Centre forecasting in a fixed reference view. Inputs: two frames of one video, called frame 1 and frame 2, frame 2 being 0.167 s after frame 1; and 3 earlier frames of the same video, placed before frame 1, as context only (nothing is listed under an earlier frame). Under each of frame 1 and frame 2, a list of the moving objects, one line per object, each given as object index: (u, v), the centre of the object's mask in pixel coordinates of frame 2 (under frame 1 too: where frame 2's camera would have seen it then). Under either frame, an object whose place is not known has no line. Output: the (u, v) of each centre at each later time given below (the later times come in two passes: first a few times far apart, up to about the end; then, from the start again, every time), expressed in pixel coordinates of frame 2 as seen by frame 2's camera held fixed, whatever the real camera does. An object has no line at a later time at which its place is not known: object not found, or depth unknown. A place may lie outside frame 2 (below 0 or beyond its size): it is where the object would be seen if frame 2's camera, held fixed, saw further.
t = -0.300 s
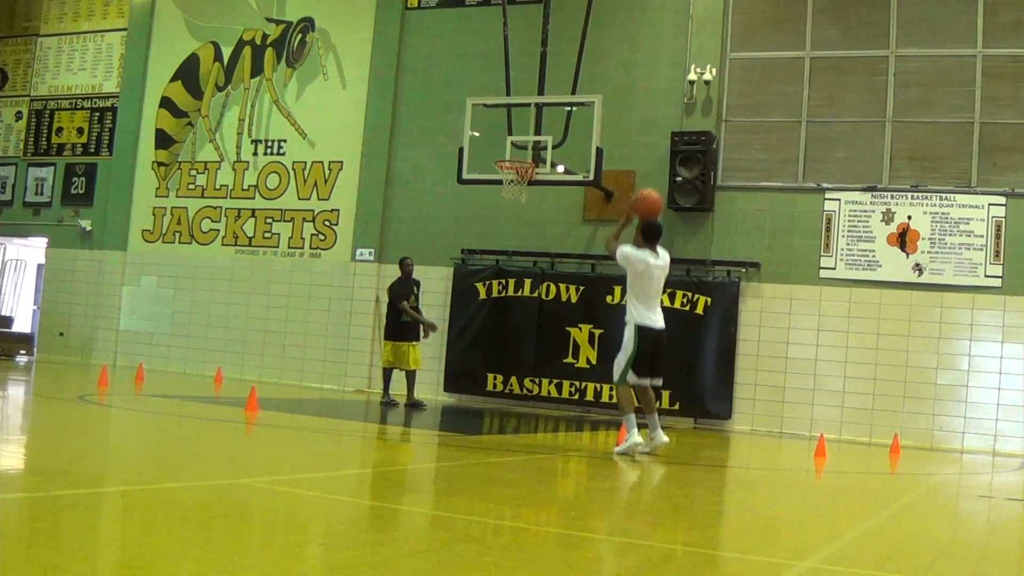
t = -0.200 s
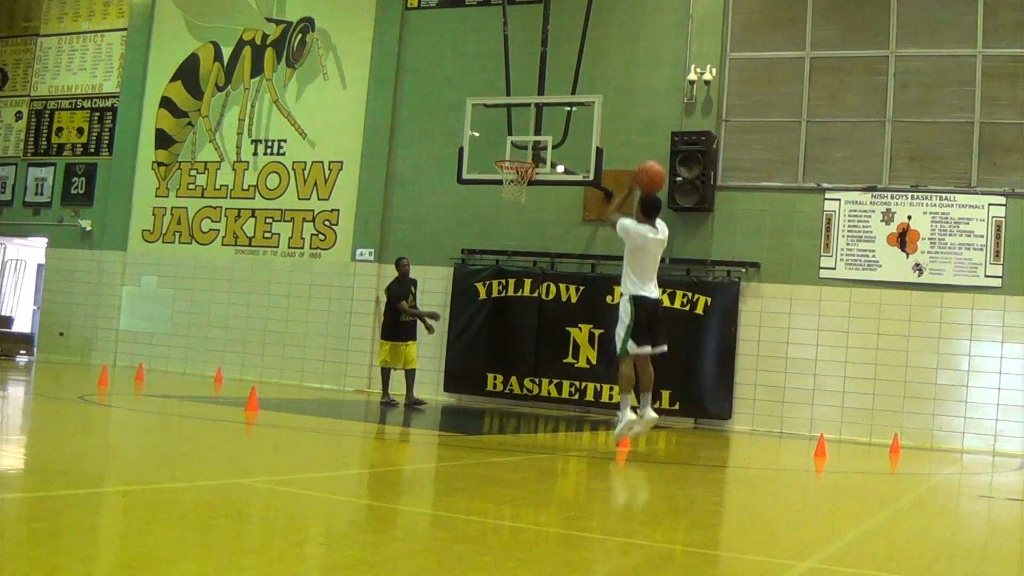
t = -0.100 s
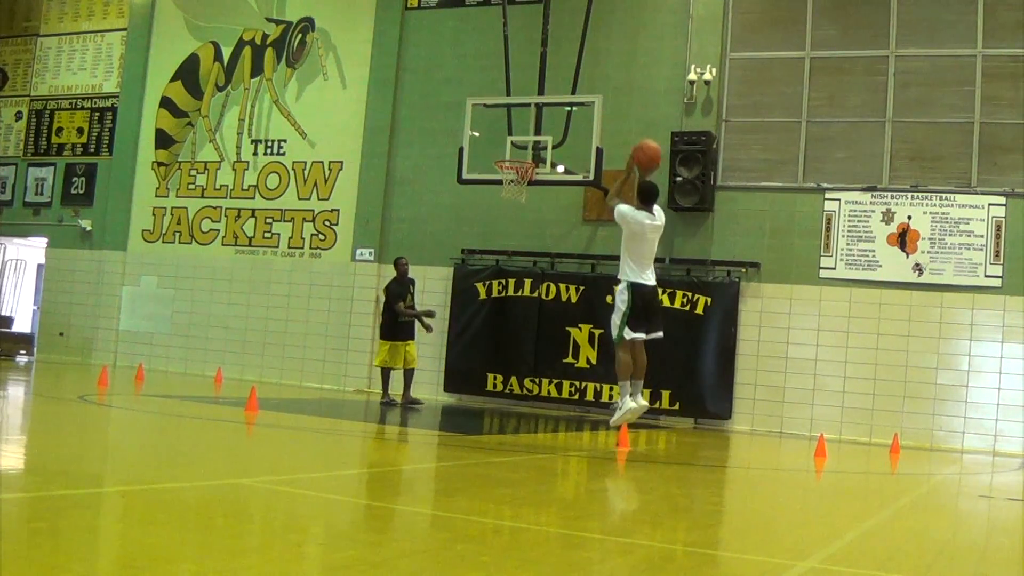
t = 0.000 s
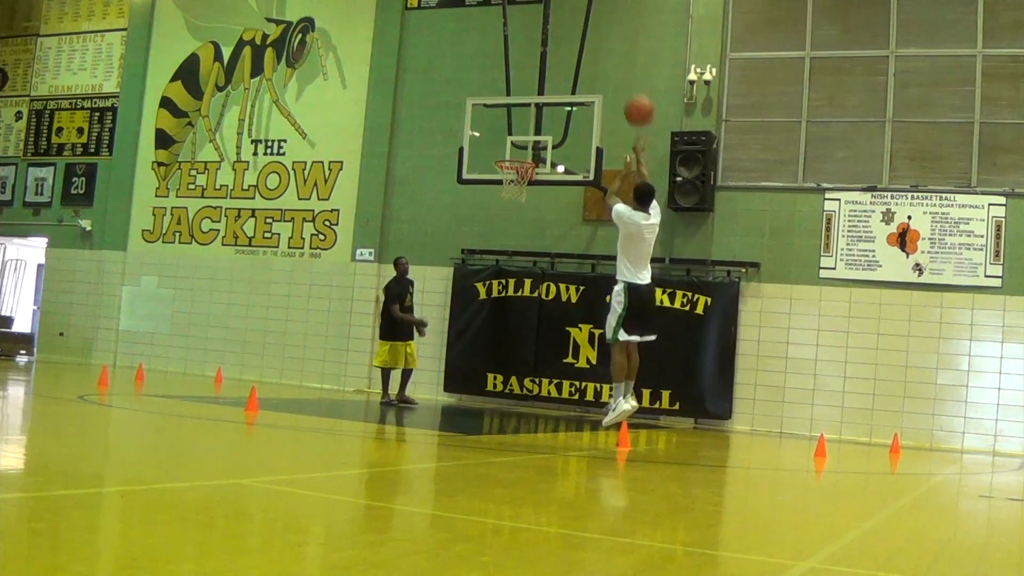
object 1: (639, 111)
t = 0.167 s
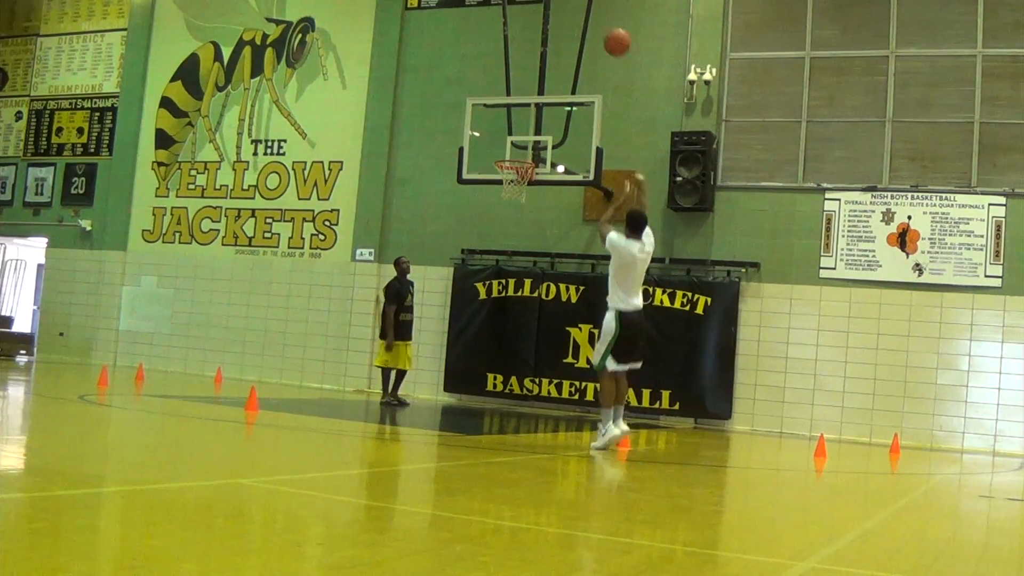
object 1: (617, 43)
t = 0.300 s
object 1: (601, 15)
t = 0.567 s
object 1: (571, 14)
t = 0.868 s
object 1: (540, 82)
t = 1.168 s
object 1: (513, 173)
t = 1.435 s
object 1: (510, 192)
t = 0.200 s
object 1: (613, 34)
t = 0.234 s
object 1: (609, 26)
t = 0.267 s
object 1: (605, 20)
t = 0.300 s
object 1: (601, 15)
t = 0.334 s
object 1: (598, 12)
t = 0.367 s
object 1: (593, 10)
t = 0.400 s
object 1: (590, 9)
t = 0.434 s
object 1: (586, 8)
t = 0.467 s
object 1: (582, 9)
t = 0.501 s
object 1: (579, 9)
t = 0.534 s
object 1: (575, 11)
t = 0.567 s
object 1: (571, 14)
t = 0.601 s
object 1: (568, 18)
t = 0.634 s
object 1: (564, 23)
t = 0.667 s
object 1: (560, 30)
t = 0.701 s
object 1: (557, 36)
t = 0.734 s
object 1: (554, 44)
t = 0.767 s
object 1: (550, 52)
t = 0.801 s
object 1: (547, 61)
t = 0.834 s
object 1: (543, 71)
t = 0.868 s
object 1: (540, 82)
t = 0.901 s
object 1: (536, 93)
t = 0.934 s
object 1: (532, 106)
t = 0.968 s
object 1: (529, 118)
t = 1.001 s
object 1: (525, 130)
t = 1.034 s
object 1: (522, 144)
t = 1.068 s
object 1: (519, 155)
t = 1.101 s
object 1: (517, 161)
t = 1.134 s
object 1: (514, 170)
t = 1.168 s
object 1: (513, 173)
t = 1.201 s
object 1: (511, 176)
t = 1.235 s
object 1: (509, 181)
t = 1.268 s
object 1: (508, 184)
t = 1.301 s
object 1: (508, 186)
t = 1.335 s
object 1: (508, 185)
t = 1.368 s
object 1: (509, 187)
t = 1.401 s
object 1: (509, 190)
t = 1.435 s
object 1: (510, 192)
